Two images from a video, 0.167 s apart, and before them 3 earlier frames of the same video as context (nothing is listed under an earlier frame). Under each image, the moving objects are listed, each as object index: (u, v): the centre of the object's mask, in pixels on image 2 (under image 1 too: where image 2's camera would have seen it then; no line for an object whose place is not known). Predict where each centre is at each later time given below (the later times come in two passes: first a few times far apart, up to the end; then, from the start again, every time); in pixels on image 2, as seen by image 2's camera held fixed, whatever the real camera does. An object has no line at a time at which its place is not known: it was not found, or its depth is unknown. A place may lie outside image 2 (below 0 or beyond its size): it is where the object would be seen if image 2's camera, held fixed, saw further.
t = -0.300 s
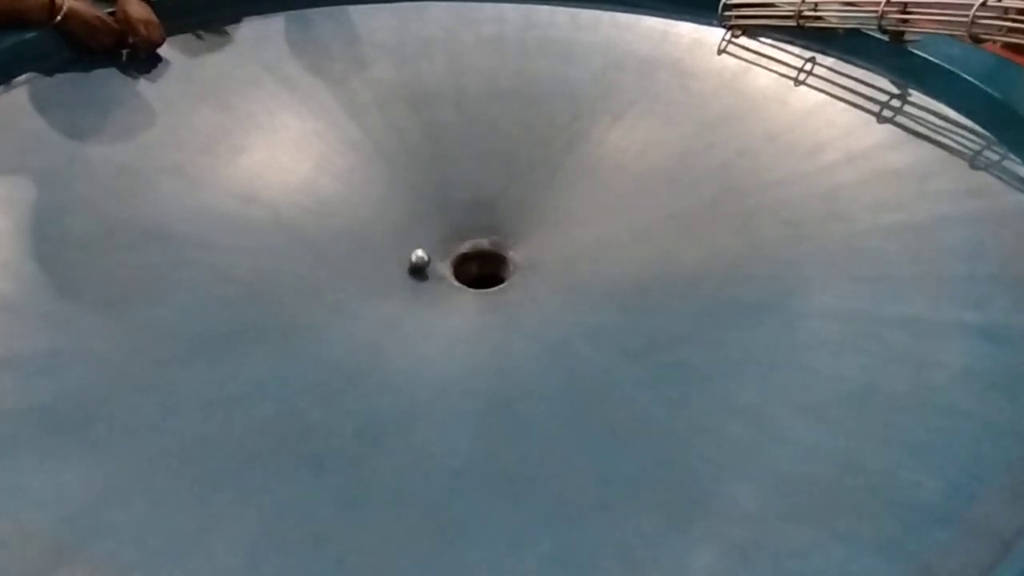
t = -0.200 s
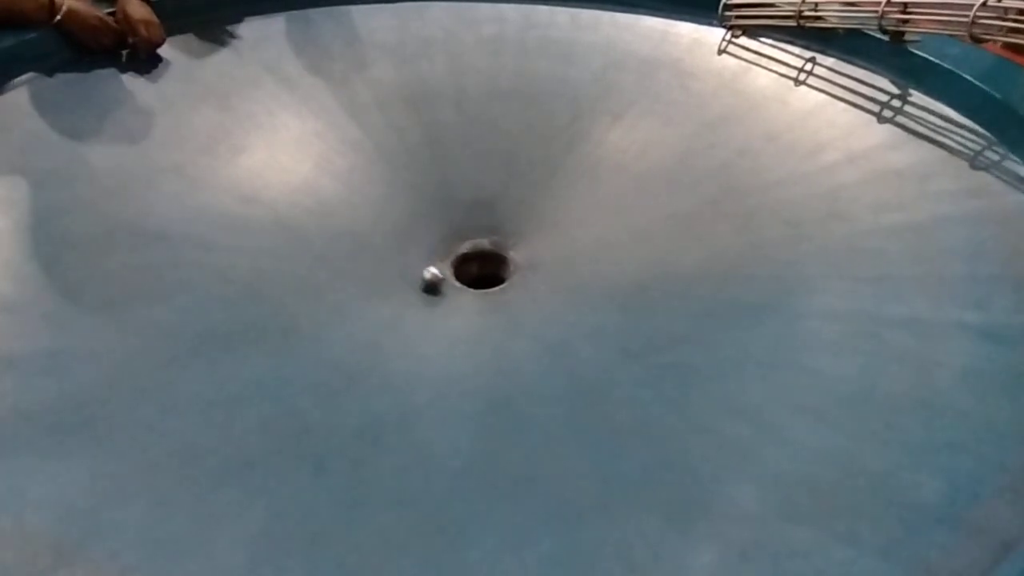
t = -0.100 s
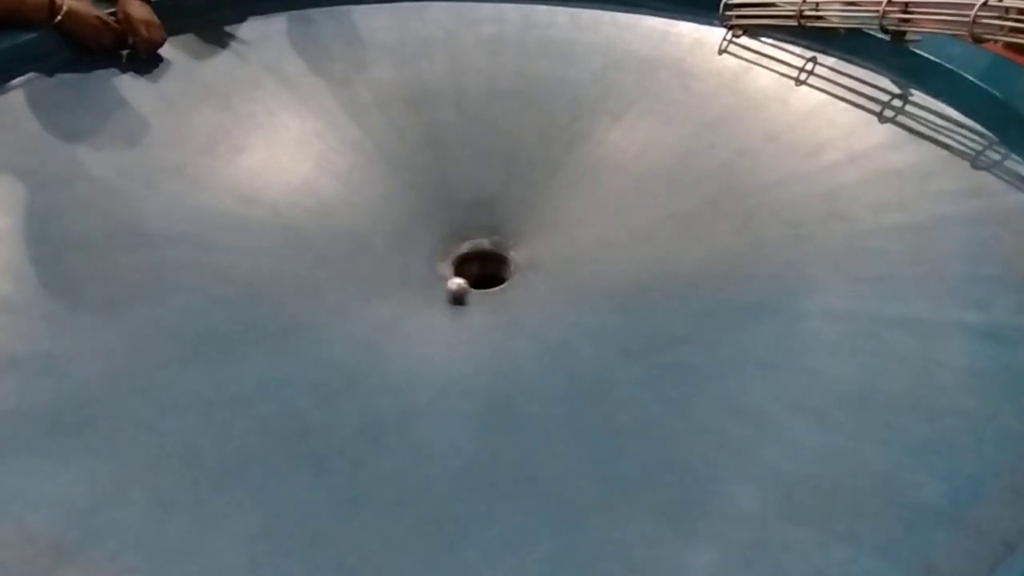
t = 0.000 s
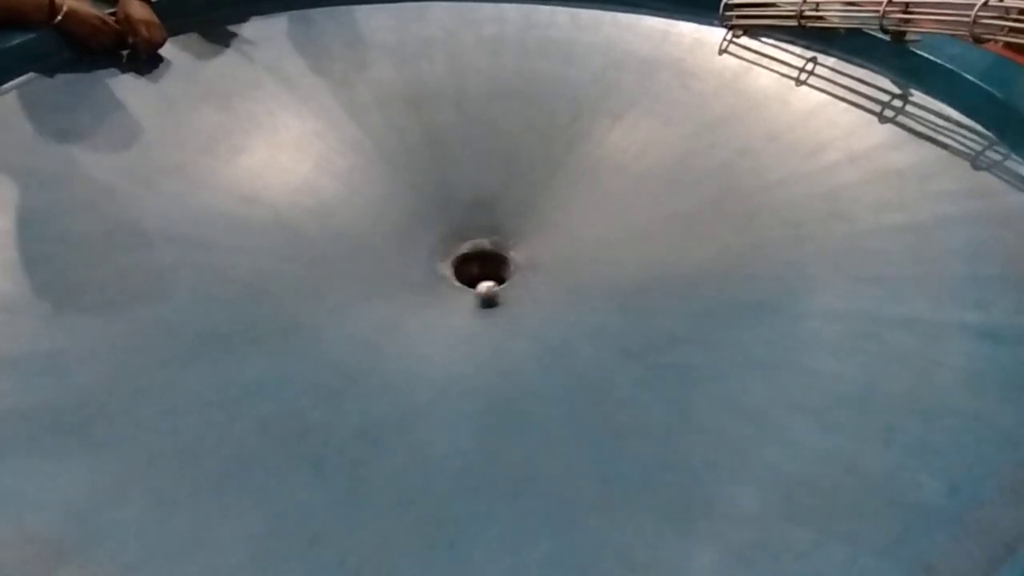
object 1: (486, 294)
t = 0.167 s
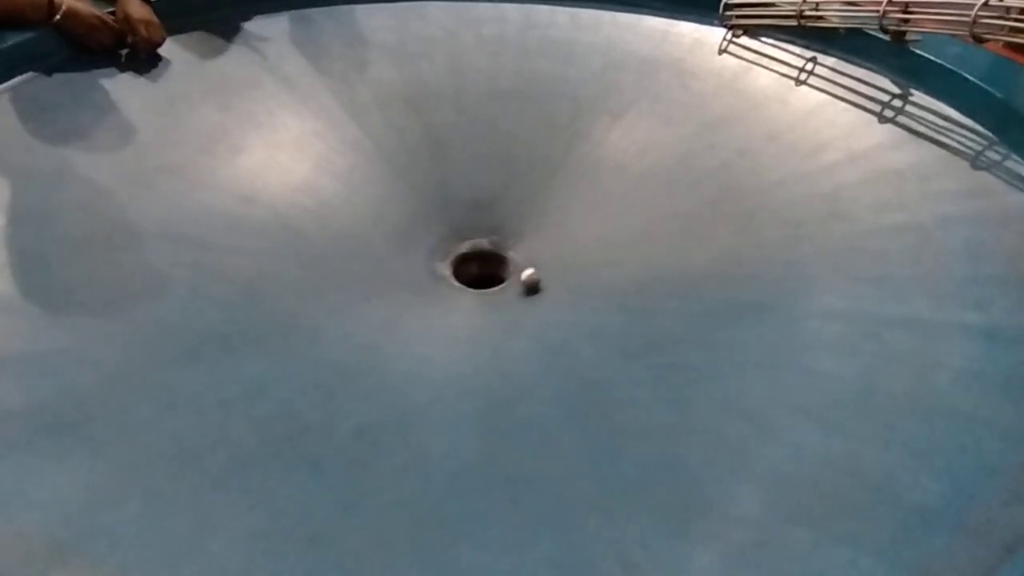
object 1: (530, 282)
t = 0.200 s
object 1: (535, 278)
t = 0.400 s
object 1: (540, 248)
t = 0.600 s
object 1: (501, 226)
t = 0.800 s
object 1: (446, 226)
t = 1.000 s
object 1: (413, 238)
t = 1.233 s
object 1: (423, 273)
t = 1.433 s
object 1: (481, 288)
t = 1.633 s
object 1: (534, 268)
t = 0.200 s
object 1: (535, 278)
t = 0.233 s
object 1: (539, 274)
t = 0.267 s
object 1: (542, 268)
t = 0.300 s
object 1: (544, 263)
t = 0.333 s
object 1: (544, 258)
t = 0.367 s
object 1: (543, 253)
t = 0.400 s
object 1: (540, 248)
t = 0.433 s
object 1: (537, 243)
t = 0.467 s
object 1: (532, 239)
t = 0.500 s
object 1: (526, 234)
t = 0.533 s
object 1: (519, 233)
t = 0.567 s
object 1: (510, 229)
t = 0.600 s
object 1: (501, 226)
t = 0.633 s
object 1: (492, 223)
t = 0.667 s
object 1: (482, 222)
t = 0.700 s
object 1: (473, 222)
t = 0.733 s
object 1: (463, 224)
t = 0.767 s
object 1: (454, 225)
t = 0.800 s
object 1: (446, 226)
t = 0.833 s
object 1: (439, 227)
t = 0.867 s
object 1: (432, 229)
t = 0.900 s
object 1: (427, 227)
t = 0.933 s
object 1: (422, 230)
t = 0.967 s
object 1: (417, 234)
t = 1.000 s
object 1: (413, 238)
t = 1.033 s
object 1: (410, 242)
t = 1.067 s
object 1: (409, 247)
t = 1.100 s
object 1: (409, 252)
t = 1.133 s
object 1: (410, 256)
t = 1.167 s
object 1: (413, 262)
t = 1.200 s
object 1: (418, 269)
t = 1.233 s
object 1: (423, 273)
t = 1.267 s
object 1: (430, 277)
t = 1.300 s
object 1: (438, 281)
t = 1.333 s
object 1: (448, 284)
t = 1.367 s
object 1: (459, 286)
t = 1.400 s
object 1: (470, 288)
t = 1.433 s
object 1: (481, 288)
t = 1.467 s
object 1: (493, 286)
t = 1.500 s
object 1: (503, 284)
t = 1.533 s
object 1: (513, 281)
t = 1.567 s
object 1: (521, 278)
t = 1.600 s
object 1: (528, 274)
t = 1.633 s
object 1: (534, 268)
